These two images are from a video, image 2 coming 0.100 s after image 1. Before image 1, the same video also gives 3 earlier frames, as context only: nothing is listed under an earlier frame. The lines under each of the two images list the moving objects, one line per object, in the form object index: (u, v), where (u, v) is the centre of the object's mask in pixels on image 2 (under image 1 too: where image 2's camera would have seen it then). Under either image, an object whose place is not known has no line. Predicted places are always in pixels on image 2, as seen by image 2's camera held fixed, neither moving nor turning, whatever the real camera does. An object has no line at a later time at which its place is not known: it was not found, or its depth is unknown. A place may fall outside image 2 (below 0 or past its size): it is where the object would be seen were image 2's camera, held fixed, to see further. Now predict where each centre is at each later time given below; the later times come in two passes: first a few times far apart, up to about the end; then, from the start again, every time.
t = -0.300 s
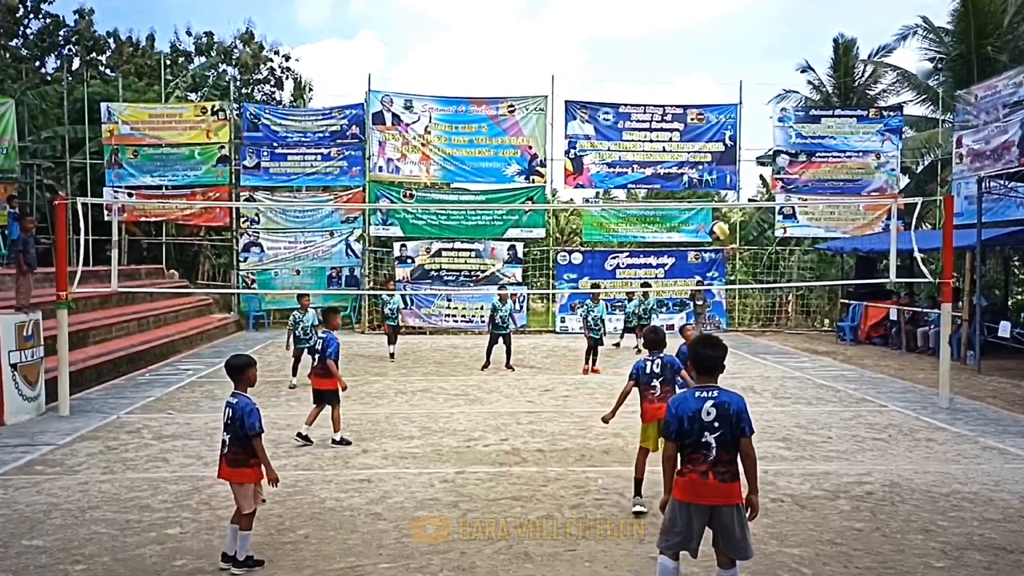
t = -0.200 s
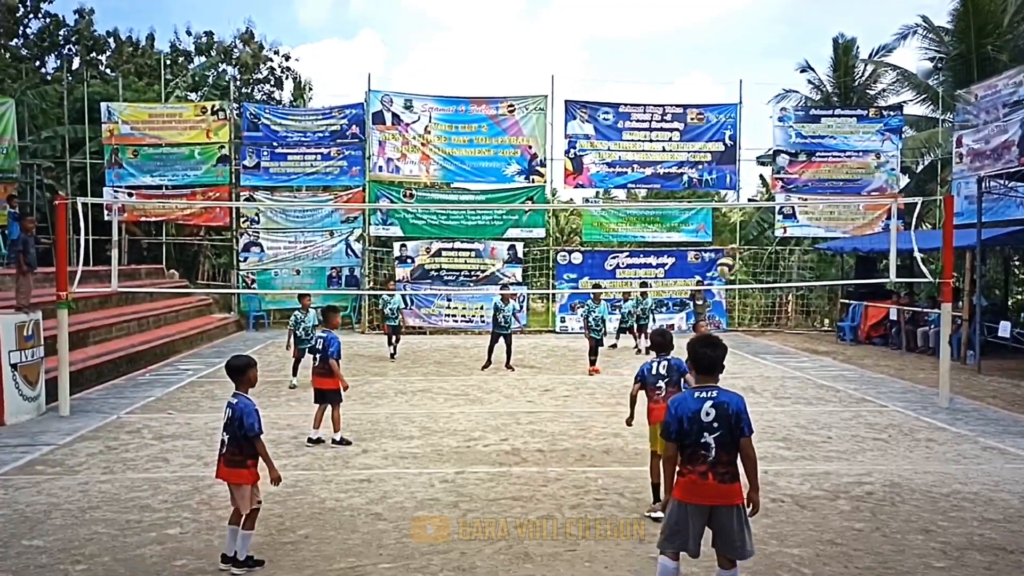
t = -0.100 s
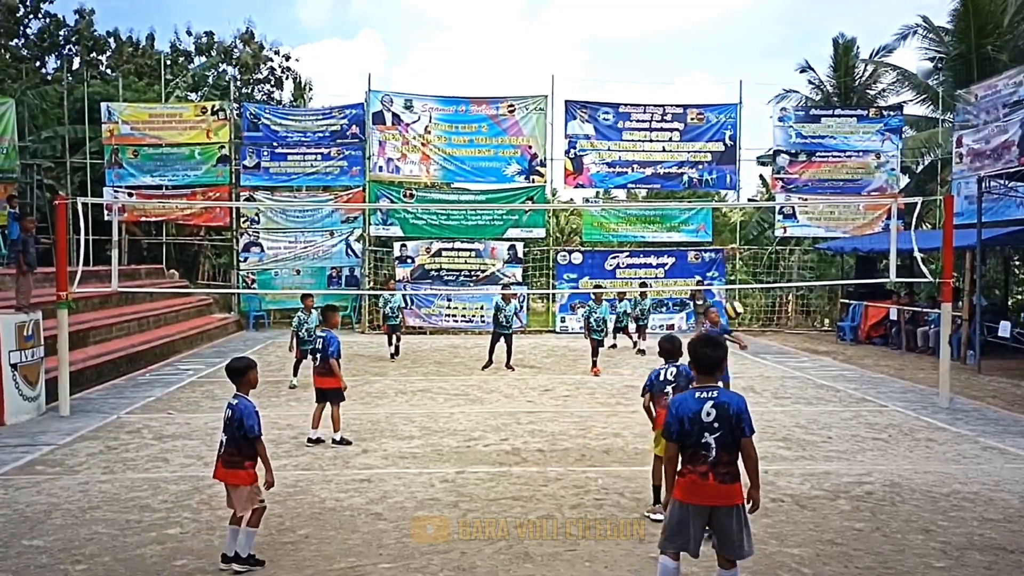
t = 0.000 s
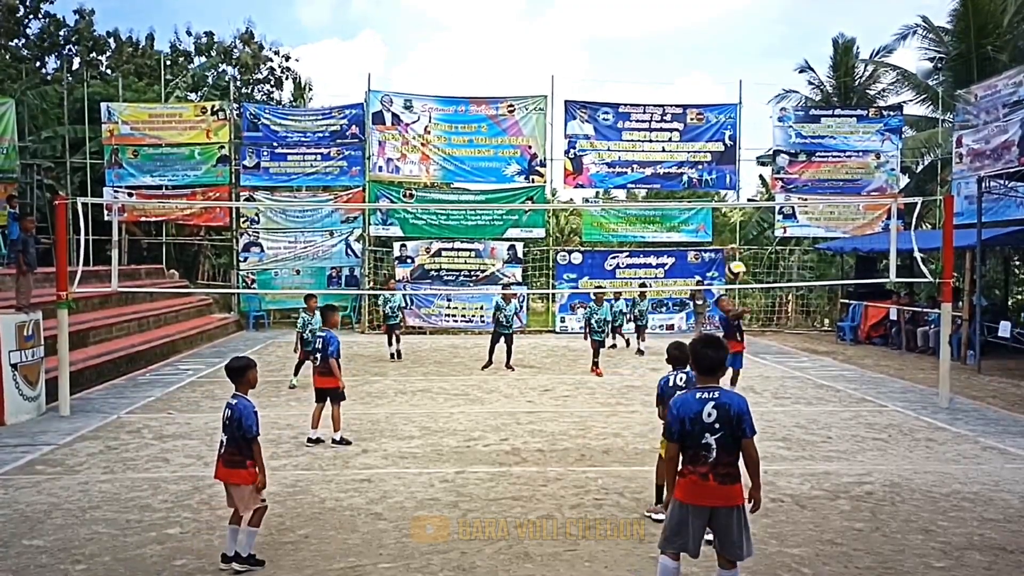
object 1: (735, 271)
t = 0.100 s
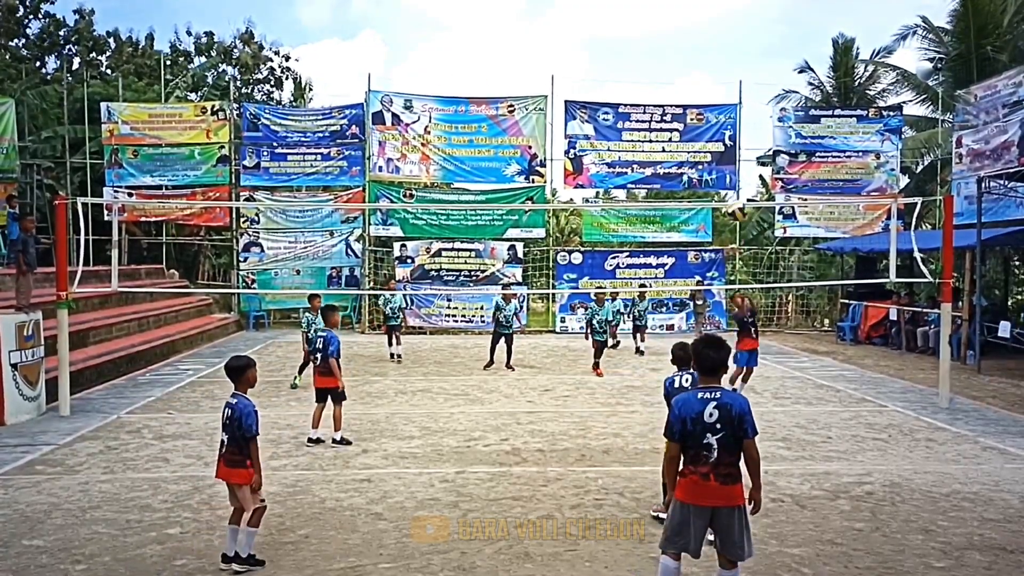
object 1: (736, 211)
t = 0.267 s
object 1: (739, 126)
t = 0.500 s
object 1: (741, 44)
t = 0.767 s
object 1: (743, 14)
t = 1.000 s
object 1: (744, 54)
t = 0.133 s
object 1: (737, 192)
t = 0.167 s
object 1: (737, 175)
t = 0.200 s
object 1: (737, 157)
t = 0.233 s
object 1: (738, 141)
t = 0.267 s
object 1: (739, 126)
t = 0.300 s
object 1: (739, 112)
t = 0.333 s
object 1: (739, 98)
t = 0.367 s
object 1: (739, 86)
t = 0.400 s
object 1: (740, 74)
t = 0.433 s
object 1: (740, 63)
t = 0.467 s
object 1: (741, 53)
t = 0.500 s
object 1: (741, 44)
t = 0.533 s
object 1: (742, 36)
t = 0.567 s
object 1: (742, 29)
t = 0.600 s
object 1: (742, 24)
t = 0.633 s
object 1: (742, 20)
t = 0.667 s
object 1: (742, 16)
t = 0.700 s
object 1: (743, 14)
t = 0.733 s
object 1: (743, 13)
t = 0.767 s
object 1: (743, 14)
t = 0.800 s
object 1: (743, 16)
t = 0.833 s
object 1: (743, 19)
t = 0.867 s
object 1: (743, 23)
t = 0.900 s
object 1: (743, 28)
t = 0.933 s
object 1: (743, 35)
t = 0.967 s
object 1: (743, 44)
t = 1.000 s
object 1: (744, 54)
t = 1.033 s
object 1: (743, 65)
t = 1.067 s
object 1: (743, 78)
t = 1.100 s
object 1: (743, 92)
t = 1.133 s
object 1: (743, 108)
